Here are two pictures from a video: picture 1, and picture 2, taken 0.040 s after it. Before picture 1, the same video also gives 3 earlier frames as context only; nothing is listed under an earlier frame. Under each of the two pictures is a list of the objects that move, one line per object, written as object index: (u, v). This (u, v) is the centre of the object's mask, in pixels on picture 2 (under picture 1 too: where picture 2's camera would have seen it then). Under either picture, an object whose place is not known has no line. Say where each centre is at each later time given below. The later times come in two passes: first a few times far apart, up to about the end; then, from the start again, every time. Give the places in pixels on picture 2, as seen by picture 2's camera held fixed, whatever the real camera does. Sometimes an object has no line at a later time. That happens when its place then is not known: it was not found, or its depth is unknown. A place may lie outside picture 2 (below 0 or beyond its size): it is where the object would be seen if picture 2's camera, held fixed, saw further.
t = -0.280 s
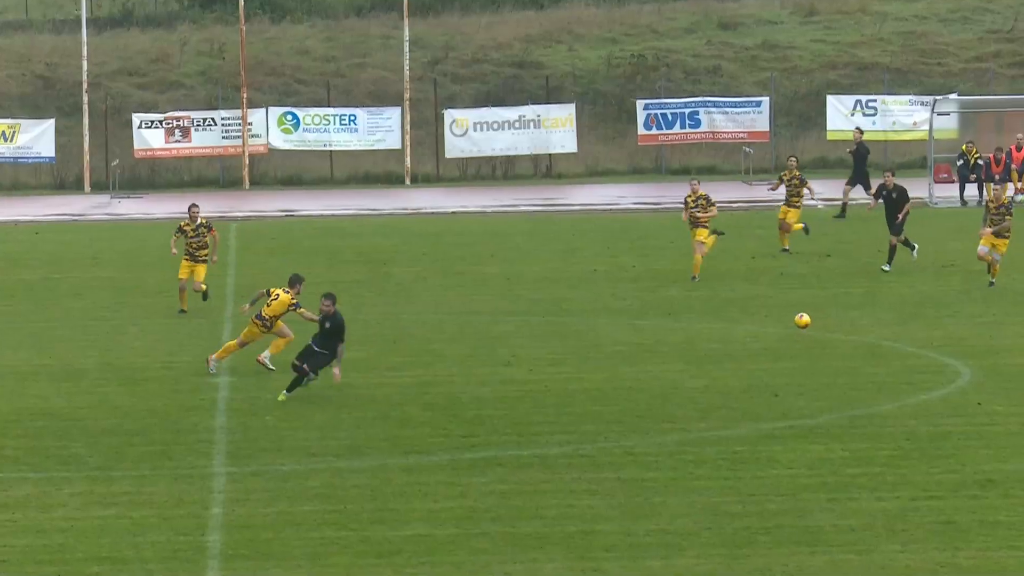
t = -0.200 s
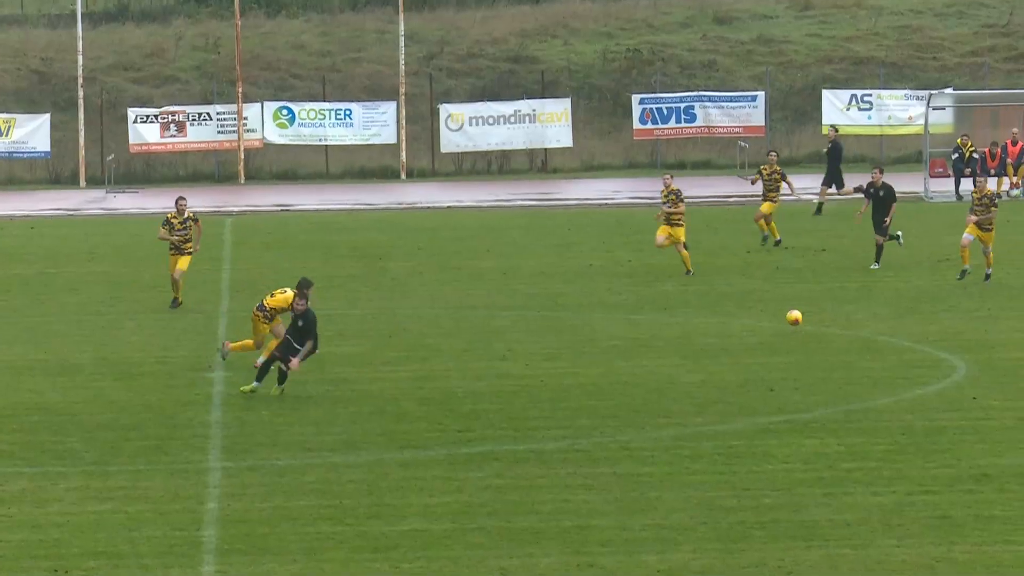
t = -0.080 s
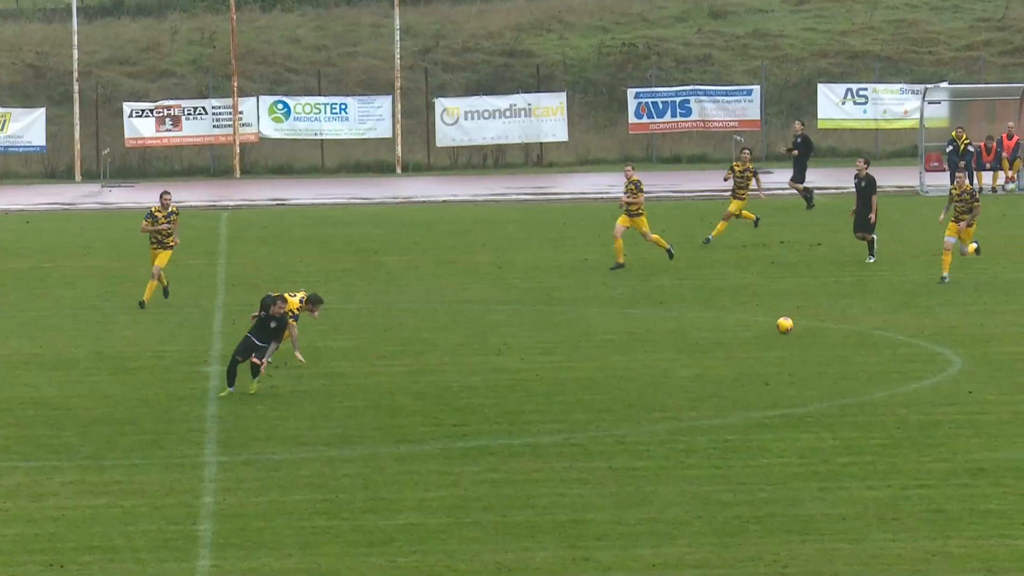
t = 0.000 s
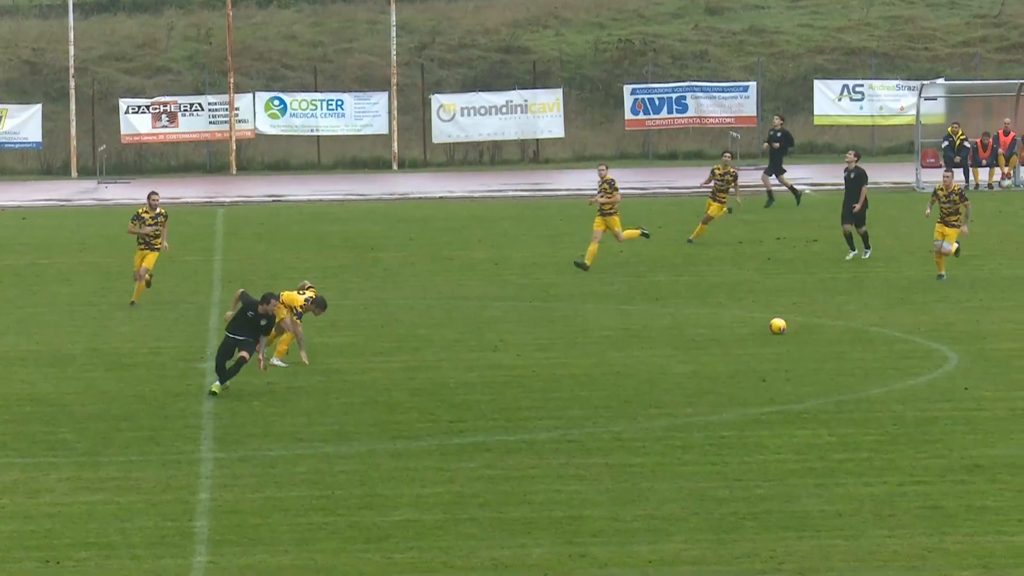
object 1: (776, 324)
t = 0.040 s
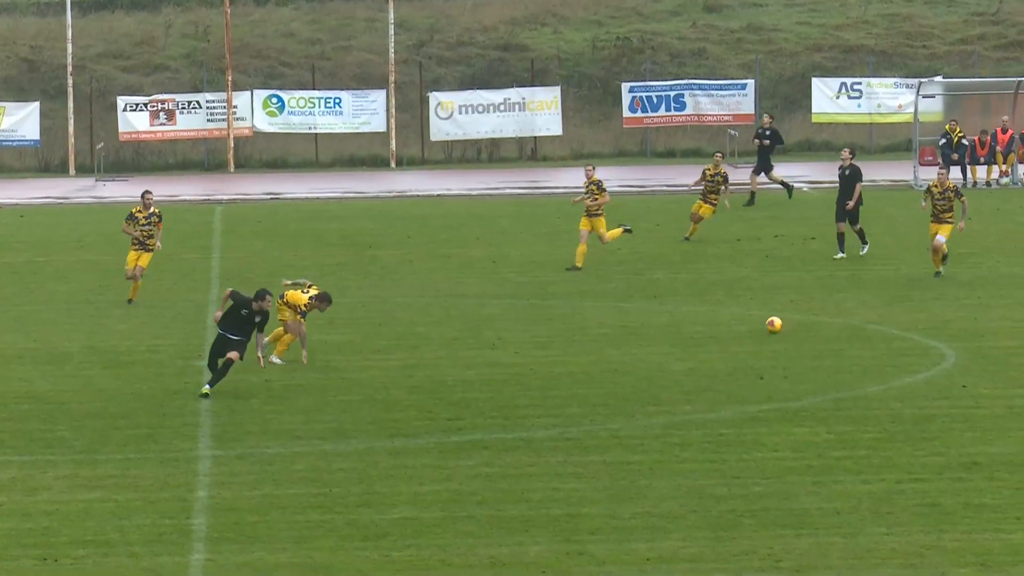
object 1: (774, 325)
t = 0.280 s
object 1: (765, 337)
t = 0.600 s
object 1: (753, 352)
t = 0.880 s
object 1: (747, 367)
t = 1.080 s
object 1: (742, 375)
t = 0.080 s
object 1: (772, 327)
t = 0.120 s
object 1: (771, 330)
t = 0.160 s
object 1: (769, 332)
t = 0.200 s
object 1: (768, 333)
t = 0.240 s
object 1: (766, 335)
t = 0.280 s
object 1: (765, 337)
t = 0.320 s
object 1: (764, 339)
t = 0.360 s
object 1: (762, 339)
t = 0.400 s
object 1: (761, 340)
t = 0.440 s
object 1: (759, 343)
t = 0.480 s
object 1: (757, 347)
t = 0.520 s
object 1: (756, 350)
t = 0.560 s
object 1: (755, 351)
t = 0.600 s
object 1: (753, 352)
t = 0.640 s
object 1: (752, 355)
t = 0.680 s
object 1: (751, 358)
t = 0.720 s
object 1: (751, 360)
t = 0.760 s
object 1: (750, 361)
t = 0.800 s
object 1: (749, 364)
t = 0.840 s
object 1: (748, 367)
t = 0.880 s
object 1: (747, 367)
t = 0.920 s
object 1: (746, 368)
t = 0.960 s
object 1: (745, 371)
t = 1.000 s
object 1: (744, 373)
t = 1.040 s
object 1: (743, 374)
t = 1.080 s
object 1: (742, 375)
